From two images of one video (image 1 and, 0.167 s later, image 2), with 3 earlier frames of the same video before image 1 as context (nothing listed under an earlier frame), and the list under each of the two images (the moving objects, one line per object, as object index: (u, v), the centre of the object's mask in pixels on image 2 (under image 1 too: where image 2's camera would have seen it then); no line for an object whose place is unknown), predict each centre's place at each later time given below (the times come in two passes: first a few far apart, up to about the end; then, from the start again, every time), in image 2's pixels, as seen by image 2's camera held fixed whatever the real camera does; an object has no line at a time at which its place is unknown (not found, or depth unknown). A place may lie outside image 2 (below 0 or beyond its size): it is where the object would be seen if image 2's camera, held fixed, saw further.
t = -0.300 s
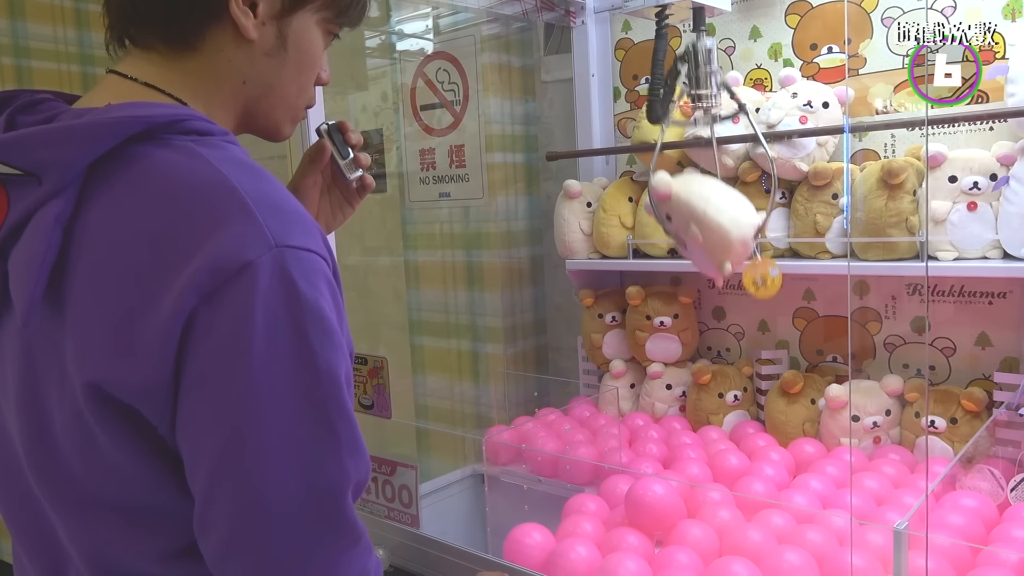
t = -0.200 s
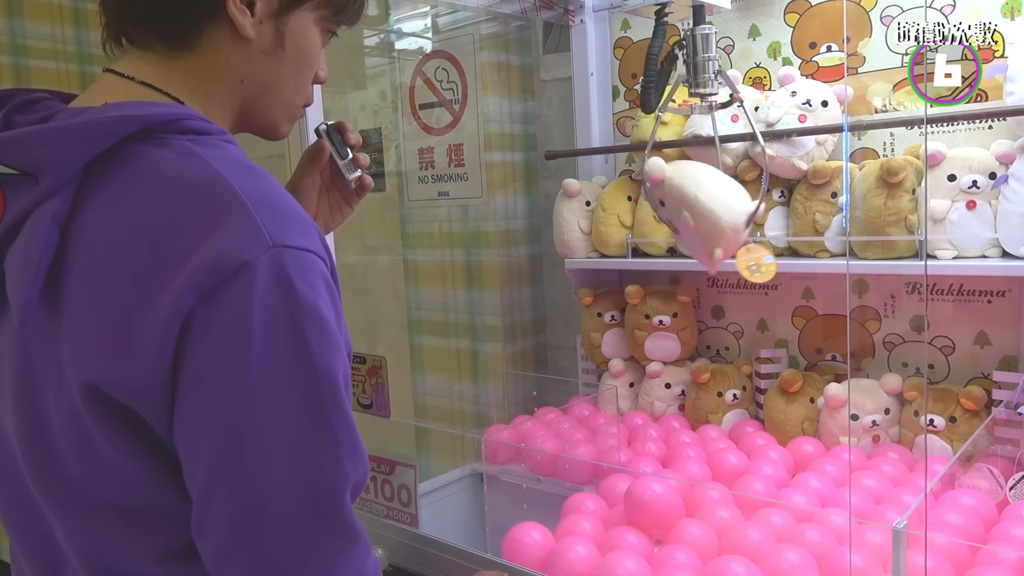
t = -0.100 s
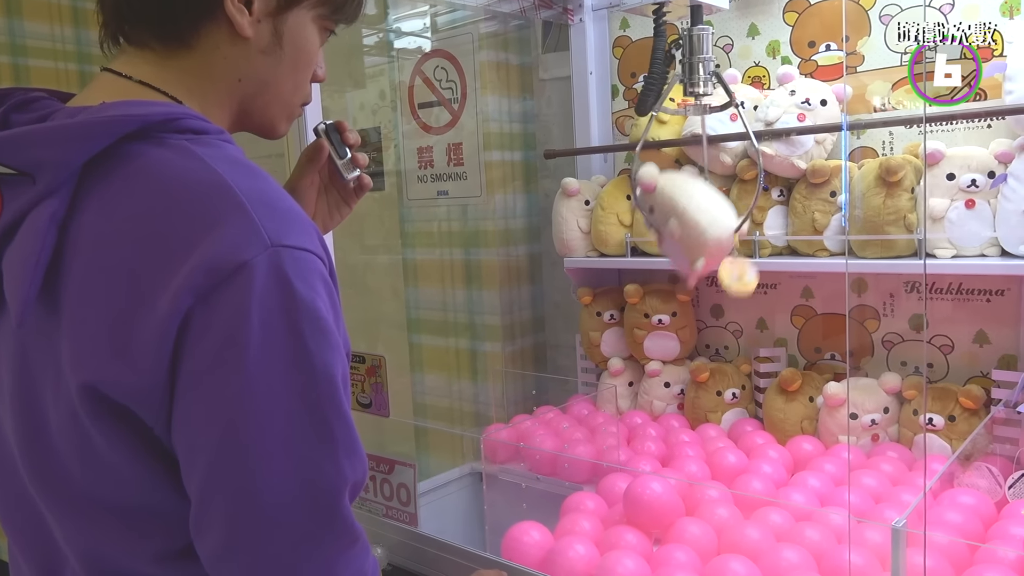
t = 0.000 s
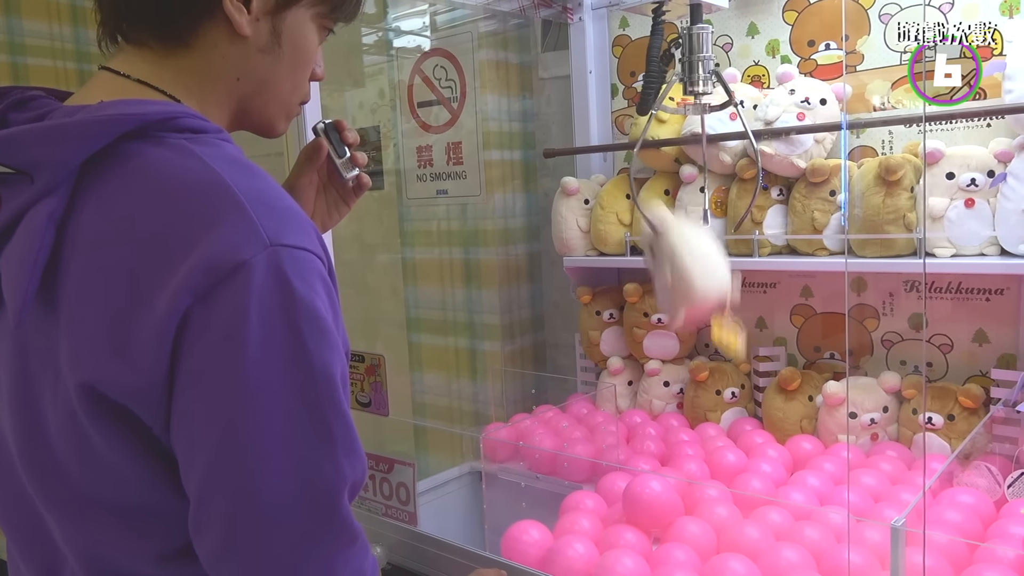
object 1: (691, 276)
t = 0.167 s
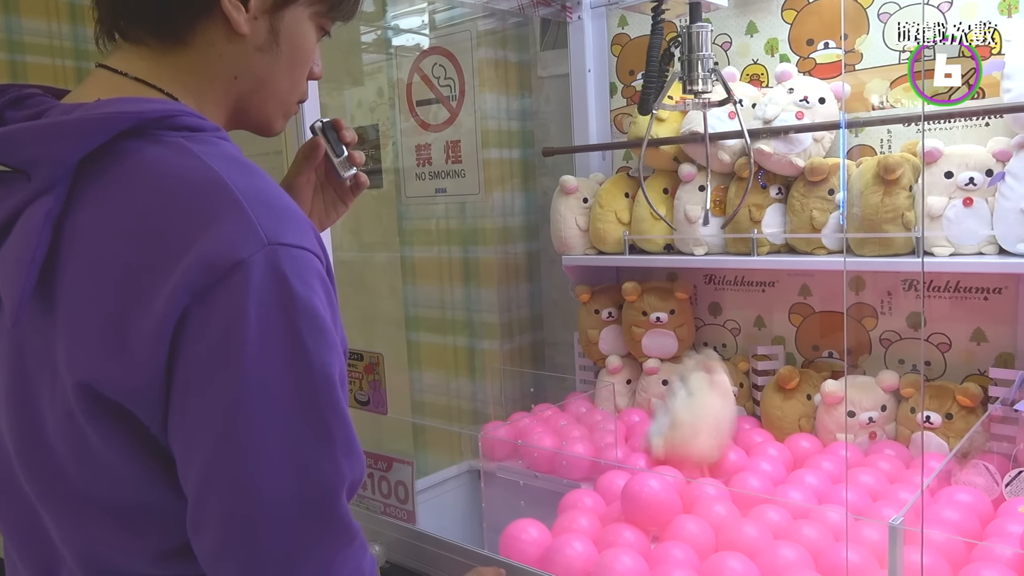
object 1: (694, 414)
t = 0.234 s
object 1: (685, 380)
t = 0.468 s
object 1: (657, 425)
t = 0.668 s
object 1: (649, 424)
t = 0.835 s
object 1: (650, 424)
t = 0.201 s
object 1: (690, 396)
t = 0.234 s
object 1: (685, 380)
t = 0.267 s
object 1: (678, 372)
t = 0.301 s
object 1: (670, 370)
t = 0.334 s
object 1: (663, 375)
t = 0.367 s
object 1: (663, 391)
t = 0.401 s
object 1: (661, 405)
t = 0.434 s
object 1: (653, 418)
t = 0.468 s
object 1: (657, 425)
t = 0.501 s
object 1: (650, 424)
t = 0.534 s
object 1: (650, 422)
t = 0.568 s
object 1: (650, 423)
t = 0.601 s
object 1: (649, 424)
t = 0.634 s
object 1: (649, 424)
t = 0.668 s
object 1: (649, 424)
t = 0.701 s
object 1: (649, 424)
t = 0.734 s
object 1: (650, 424)
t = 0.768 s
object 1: (650, 424)
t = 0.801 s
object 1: (650, 424)
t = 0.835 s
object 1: (650, 424)
